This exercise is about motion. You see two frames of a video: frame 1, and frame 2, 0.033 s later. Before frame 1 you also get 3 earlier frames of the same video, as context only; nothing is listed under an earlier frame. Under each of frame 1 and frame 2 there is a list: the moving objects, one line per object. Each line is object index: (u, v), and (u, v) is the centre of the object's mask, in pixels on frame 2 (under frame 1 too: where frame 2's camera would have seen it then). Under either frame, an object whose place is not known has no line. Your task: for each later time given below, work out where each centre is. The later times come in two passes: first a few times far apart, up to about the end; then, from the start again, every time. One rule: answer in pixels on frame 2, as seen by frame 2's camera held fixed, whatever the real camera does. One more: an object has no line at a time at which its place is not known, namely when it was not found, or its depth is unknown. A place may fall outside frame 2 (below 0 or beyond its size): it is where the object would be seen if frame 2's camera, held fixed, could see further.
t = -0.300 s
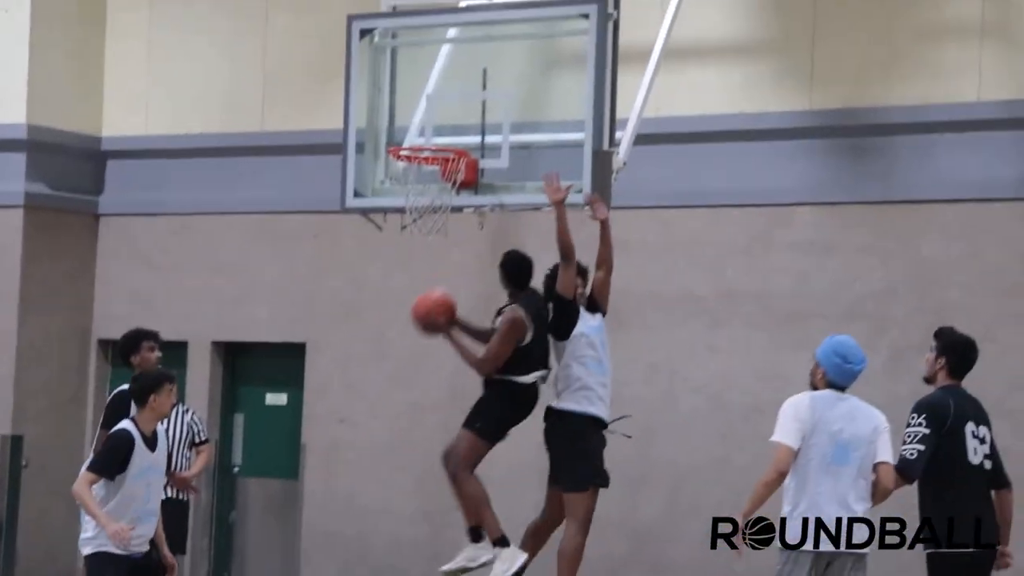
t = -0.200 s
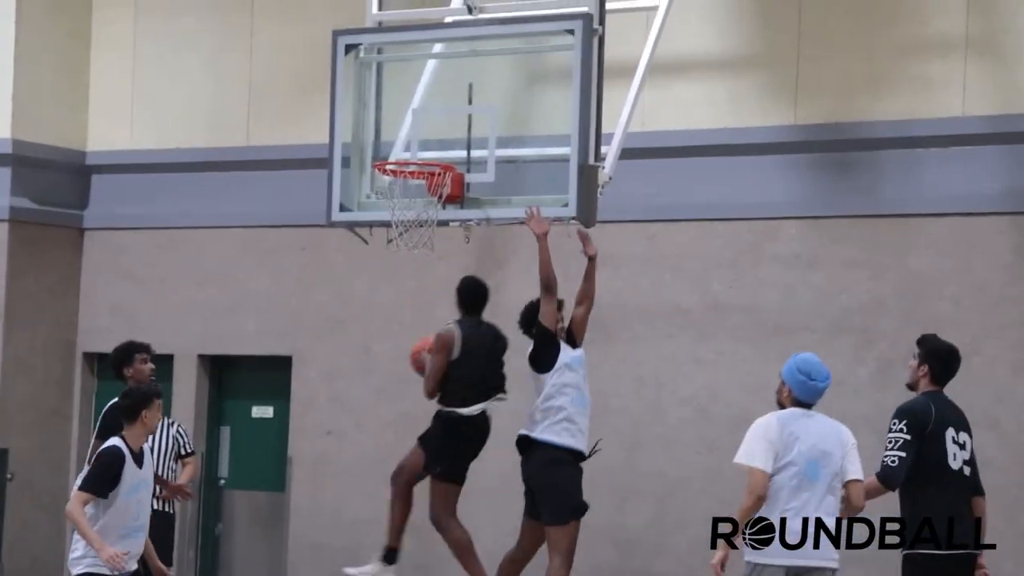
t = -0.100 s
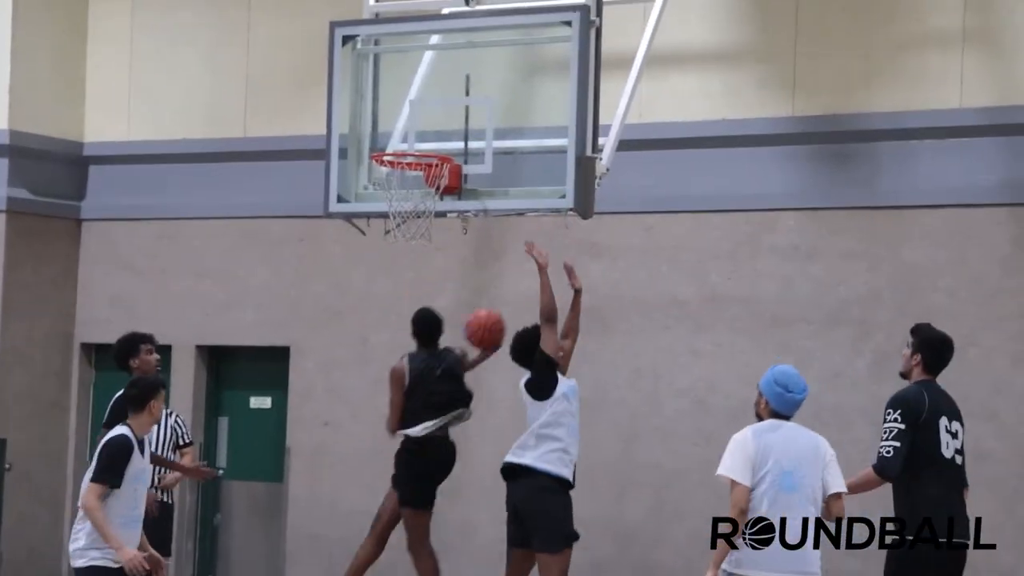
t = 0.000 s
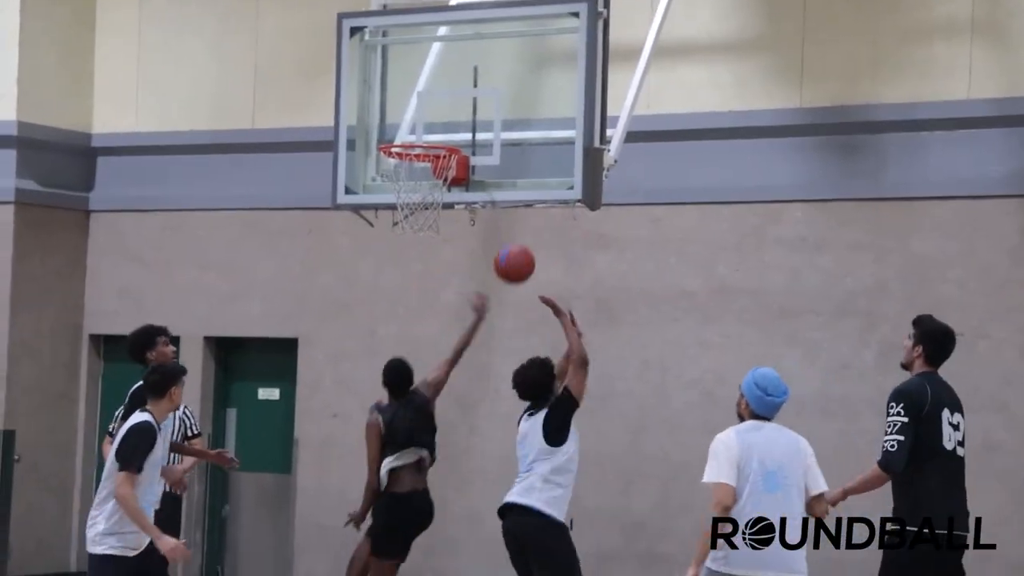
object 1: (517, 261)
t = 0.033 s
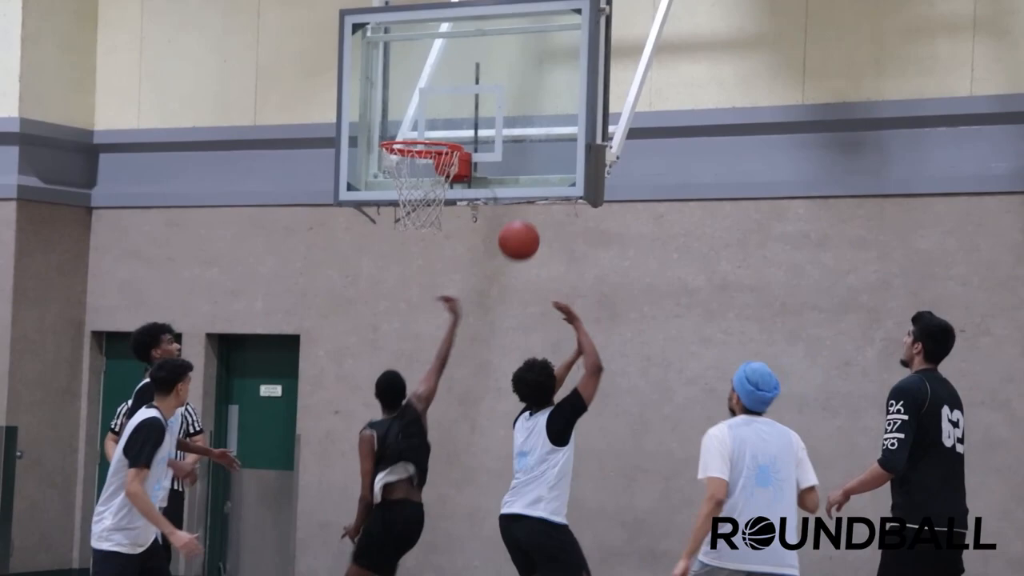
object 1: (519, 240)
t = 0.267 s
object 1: (513, 145)
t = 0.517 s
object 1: (459, 124)
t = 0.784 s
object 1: (448, 127)
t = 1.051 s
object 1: (405, 145)
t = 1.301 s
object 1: (428, 183)
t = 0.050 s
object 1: (520, 231)
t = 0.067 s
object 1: (521, 222)
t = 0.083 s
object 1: (522, 214)
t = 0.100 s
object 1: (523, 206)
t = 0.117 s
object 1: (524, 199)
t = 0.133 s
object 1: (526, 192)
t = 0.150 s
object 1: (527, 185)
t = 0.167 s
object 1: (528, 180)
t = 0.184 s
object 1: (529, 174)
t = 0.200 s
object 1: (527, 168)
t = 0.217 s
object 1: (523, 161)
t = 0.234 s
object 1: (520, 156)
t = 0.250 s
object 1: (517, 151)
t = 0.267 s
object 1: (513, 145)
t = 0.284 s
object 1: (509, 140)
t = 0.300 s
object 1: (506, 137)
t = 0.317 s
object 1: (502, 133)
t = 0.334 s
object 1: (499, 130)
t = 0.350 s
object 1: (495, 127)
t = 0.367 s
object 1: (492, 125)
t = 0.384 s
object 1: (488, 123)
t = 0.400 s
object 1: (484, 122)
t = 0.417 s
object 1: (480, 121)
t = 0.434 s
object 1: (476, 120)
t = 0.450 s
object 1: (473, 120)
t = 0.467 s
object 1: (469, 121)
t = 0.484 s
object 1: (465, 122)
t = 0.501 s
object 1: (461, 123)
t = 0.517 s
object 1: (459, 124)
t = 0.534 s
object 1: (458, 123)
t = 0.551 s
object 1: (458, 122)
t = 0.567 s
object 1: (458, 121)
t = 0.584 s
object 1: (458, 120)
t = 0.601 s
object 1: (458, 120)
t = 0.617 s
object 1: (457, 121)
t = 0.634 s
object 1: (457, 122)
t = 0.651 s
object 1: (457, 123)
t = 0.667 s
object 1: (456, 125)
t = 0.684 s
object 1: (456, 126)
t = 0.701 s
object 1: (455, 126)
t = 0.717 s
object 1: (453, 125)
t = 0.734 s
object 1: (452, 125)
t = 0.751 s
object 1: (451, 125)
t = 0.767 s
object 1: (450, 126)
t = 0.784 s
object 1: (448, 127)
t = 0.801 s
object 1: (447, 128)
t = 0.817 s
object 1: (446, 129)
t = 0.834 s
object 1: (444, 129)
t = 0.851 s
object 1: (441, 129)
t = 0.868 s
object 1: (437, 129)
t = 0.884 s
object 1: (435, 130)
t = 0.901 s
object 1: (432, 130)
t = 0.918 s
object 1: (429, 131)
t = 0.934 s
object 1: (426, 132)
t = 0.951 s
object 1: (422, 131)
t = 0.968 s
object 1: (417, 132)
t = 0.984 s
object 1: (414, 142)
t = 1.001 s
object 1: (411, 143)
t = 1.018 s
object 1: (409, 143)
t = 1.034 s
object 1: (407, 144)
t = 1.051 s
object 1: (405, 145)
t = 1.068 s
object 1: (404, 146)
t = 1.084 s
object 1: (404, 147)
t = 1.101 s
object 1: (404, 148)
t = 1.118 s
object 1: (404, 149)
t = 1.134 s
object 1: (403, 151)
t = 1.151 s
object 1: (405, 154)
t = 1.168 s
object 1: (407, 155)
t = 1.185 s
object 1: (410, 160)
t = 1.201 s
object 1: (412, 161)
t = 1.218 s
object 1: (415, 163)
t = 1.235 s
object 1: (418, 166)
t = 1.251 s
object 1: (421, 169)
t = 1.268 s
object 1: (423, 174)
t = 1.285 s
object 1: (426, 180)
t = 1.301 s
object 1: (428, 183)
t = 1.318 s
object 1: (431, 189)
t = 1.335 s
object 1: (433, 193)
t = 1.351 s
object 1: (435, 198)
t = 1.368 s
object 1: (437, 203)
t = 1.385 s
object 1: (439, 207)
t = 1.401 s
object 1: (440, 211)
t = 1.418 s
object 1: (442, 217)
